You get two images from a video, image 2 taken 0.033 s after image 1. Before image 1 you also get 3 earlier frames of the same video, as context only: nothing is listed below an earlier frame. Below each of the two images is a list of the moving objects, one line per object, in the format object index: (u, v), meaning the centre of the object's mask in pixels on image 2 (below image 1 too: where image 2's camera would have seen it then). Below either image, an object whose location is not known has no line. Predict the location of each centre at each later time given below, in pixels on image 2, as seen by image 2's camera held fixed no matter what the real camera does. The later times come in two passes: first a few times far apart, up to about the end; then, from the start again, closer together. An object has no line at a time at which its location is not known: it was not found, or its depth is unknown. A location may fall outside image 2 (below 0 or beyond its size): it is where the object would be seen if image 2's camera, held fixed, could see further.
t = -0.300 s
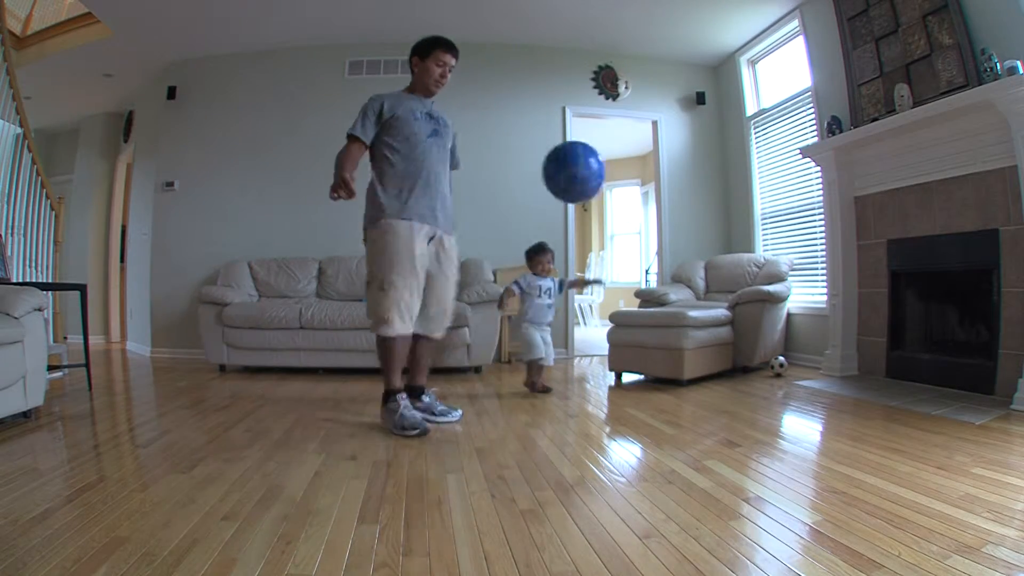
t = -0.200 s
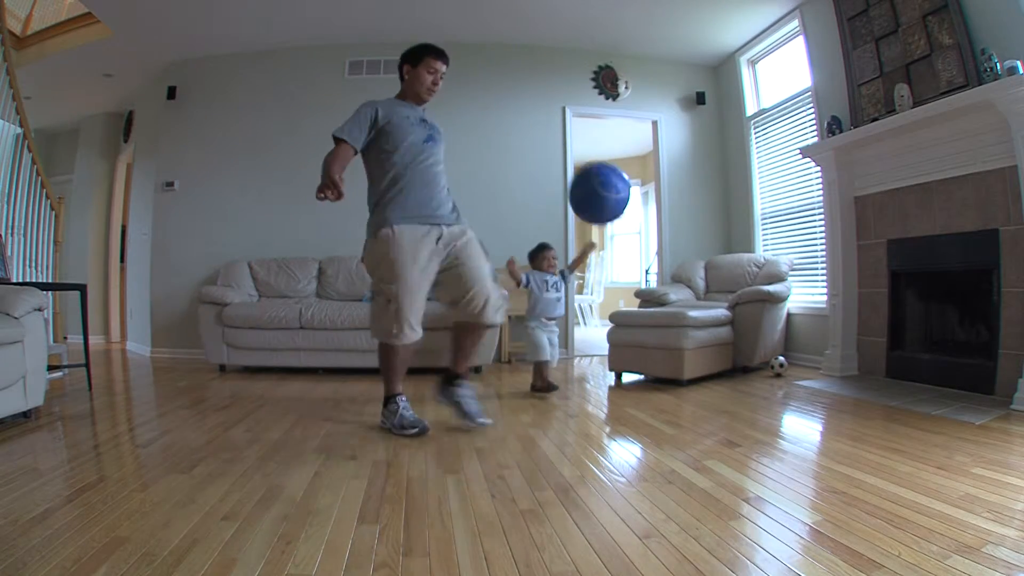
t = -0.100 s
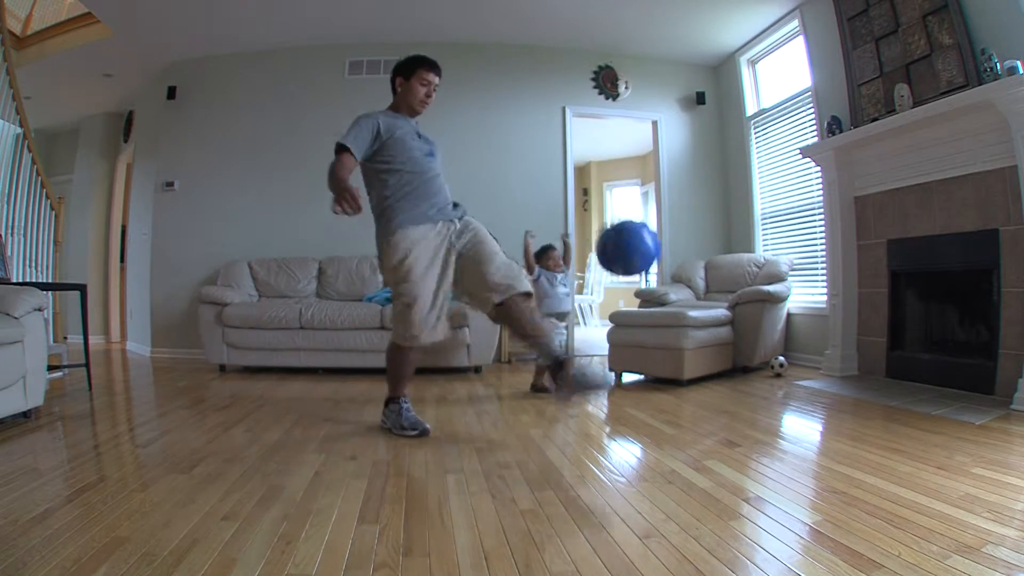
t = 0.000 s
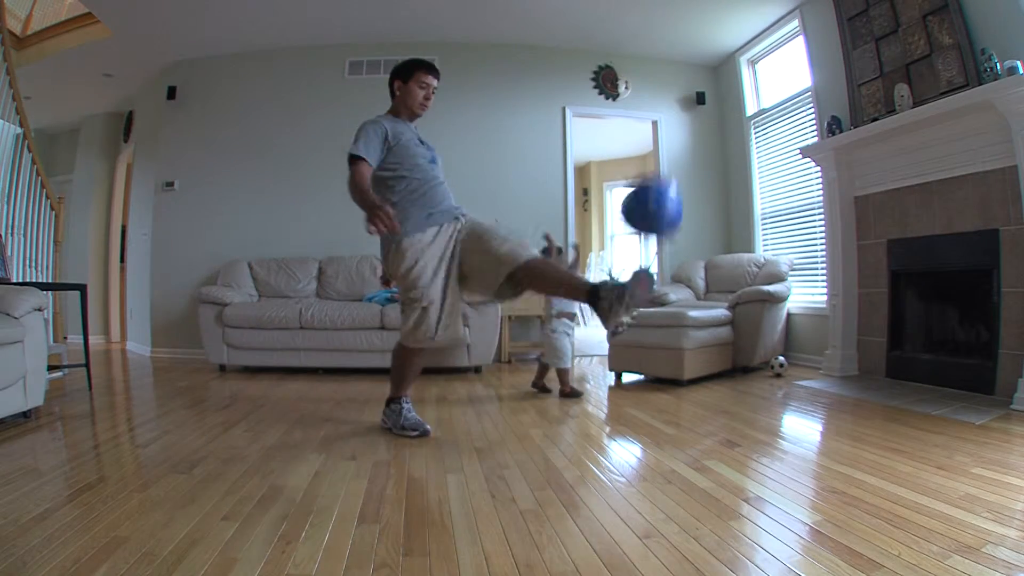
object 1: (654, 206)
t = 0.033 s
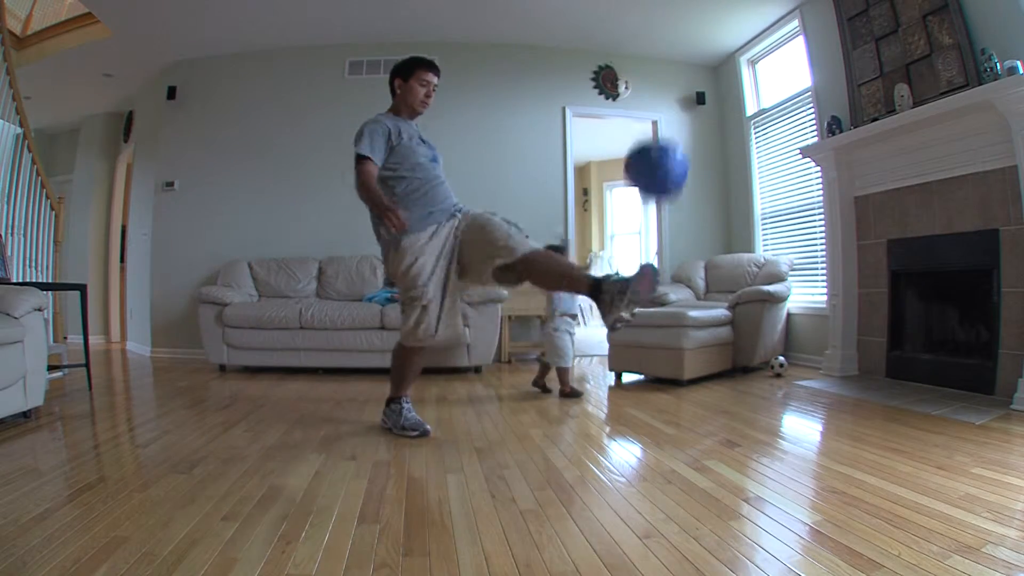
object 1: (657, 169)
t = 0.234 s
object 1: (684, 22)
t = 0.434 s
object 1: (721, 7)
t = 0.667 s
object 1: (787, 92)
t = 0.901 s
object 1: (855, 426)
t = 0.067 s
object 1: (662, 133)
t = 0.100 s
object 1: (666, 102)
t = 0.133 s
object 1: (670, 77)
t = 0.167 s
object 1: (675, 54)
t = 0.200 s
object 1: (679, 35)
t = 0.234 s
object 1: (684, 22)
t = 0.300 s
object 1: (695, 11)
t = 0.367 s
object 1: (708, 7)
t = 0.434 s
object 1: (721, 7)
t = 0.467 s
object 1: (729, 9)
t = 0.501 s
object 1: (737, 12)
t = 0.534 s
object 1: (746, 17)
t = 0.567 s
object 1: (753, 25)
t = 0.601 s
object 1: (763, 39)
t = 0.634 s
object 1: (773, 62)
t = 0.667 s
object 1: (787, 92)
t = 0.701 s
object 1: (801, 125)
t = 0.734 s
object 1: (814, 163)
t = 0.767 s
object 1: (826, 206)
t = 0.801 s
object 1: (837, 255)
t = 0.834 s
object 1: (845, 306)
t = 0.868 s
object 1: (850, 365)
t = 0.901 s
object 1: (855, 426)
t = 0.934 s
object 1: (852, 467)
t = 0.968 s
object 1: (859, 424)
